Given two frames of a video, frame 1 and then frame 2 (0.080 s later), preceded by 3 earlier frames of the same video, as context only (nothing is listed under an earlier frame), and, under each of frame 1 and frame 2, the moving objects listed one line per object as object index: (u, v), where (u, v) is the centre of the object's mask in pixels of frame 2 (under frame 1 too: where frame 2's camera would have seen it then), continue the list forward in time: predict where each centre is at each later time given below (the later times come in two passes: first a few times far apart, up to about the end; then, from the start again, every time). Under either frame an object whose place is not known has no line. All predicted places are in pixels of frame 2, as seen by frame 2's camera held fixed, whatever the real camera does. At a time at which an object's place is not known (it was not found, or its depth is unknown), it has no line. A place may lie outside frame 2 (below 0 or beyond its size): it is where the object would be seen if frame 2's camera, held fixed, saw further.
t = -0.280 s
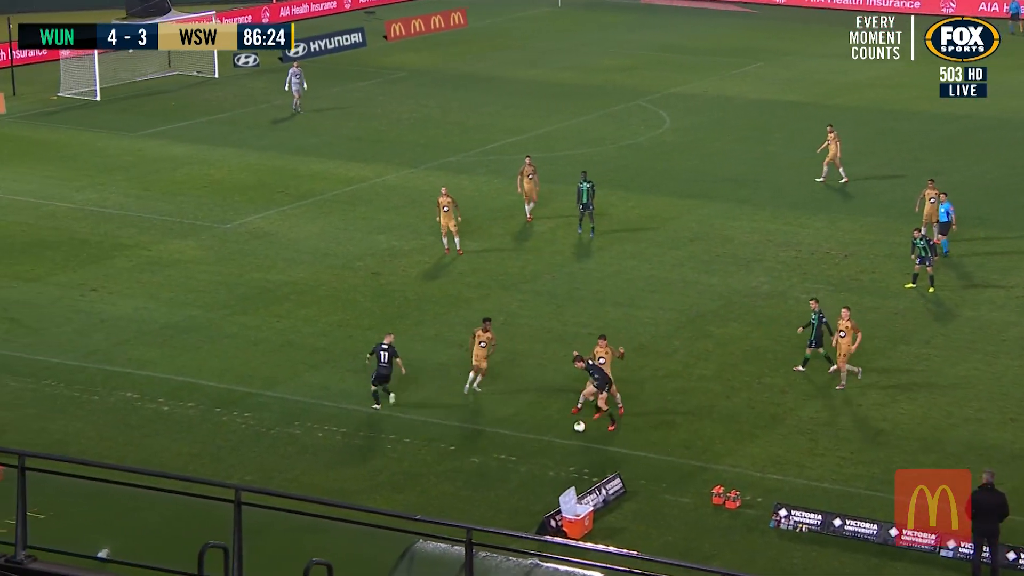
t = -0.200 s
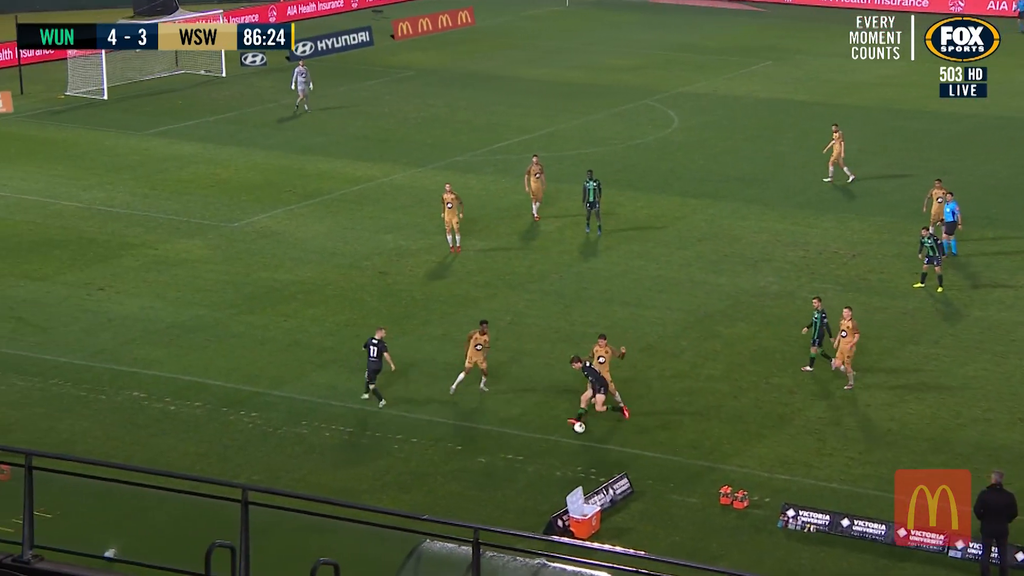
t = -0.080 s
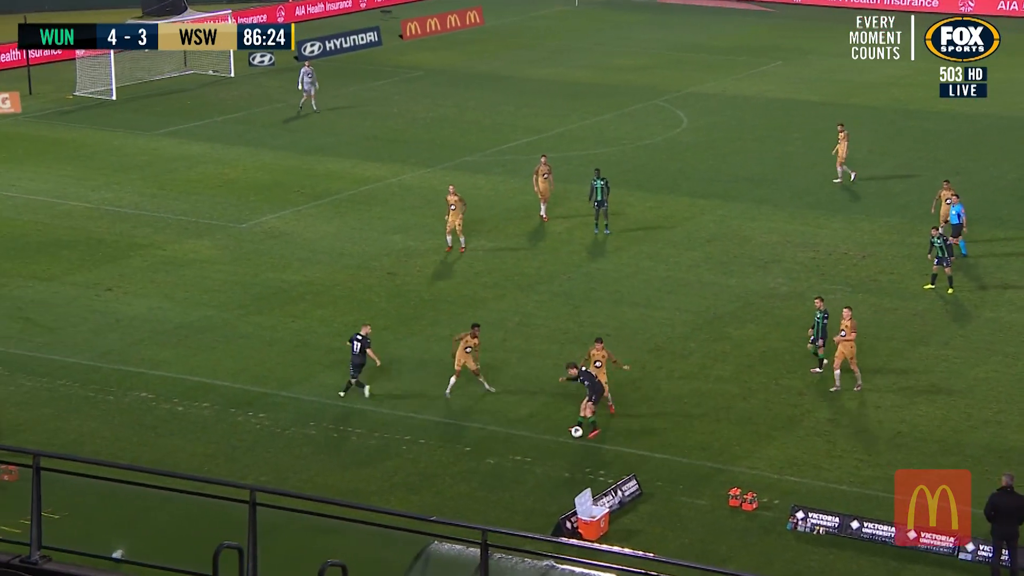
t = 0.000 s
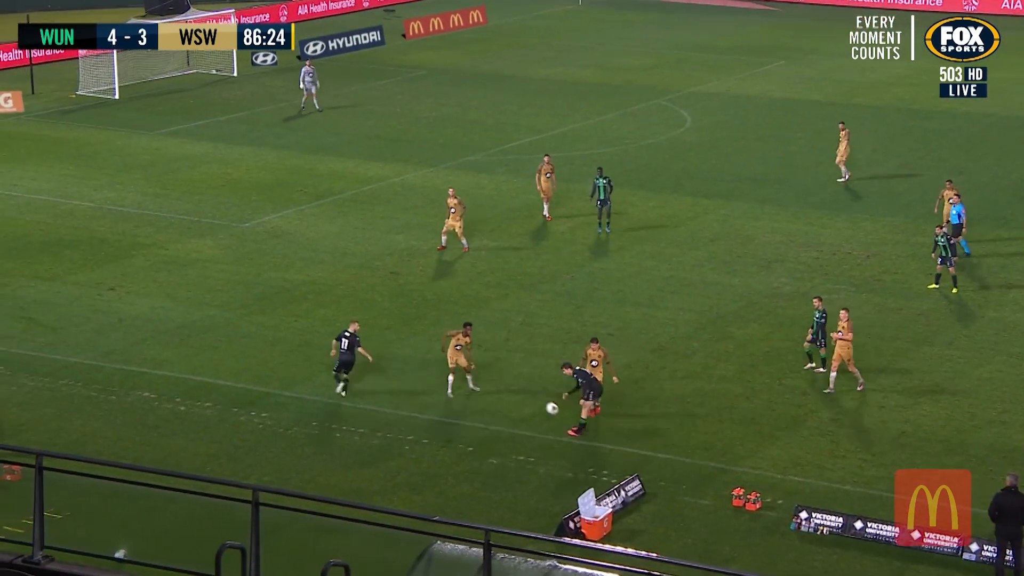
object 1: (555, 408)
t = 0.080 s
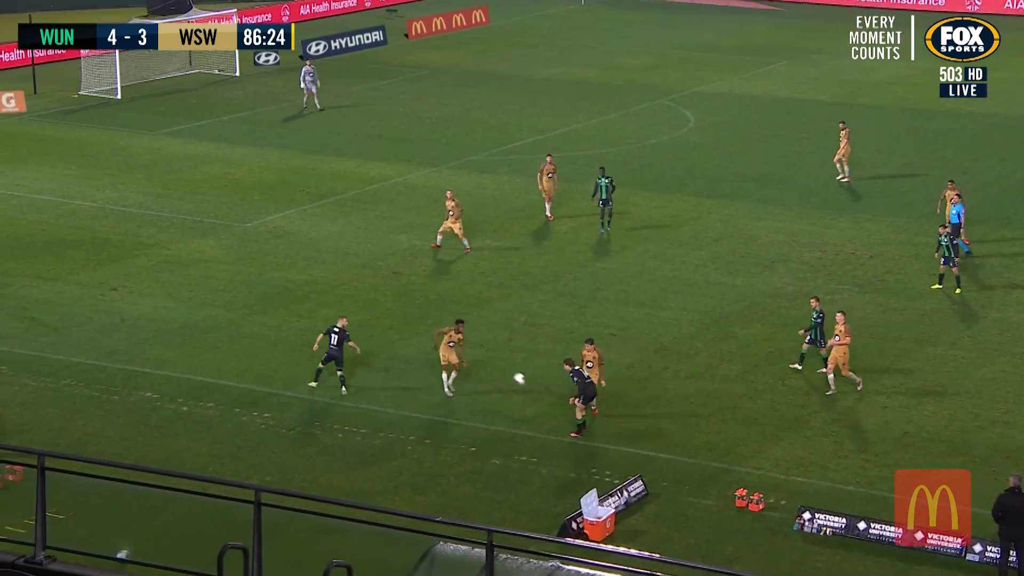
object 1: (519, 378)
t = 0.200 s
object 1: (470, 340)
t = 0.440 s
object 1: (380, 283)
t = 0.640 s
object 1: (314, 253)
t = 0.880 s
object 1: (241, 239)
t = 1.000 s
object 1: (207, 239)
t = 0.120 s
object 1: (503, 365)
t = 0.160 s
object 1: (486, 352)
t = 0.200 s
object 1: (470, 340)
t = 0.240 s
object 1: (454, 329)
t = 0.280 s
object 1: (439, 318)
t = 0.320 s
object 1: (423, 308)
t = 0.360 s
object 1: (409, 299)
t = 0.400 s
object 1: (395, 290)
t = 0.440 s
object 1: (380, 283)
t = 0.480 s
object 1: (367, 276)
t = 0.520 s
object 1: (353, 269)
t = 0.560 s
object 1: (340, 263)
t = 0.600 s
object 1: (327, 258)
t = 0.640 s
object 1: (314, 253)
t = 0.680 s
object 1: (301, 250)
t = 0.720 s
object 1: (289, 246)
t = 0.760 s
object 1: (277, 243)
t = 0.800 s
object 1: (265, 241)
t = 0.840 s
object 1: (253, 240)
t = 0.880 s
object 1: (241, 239)
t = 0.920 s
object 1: (230, 238)
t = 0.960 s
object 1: (219, 238)
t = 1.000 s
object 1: (207, 239)
